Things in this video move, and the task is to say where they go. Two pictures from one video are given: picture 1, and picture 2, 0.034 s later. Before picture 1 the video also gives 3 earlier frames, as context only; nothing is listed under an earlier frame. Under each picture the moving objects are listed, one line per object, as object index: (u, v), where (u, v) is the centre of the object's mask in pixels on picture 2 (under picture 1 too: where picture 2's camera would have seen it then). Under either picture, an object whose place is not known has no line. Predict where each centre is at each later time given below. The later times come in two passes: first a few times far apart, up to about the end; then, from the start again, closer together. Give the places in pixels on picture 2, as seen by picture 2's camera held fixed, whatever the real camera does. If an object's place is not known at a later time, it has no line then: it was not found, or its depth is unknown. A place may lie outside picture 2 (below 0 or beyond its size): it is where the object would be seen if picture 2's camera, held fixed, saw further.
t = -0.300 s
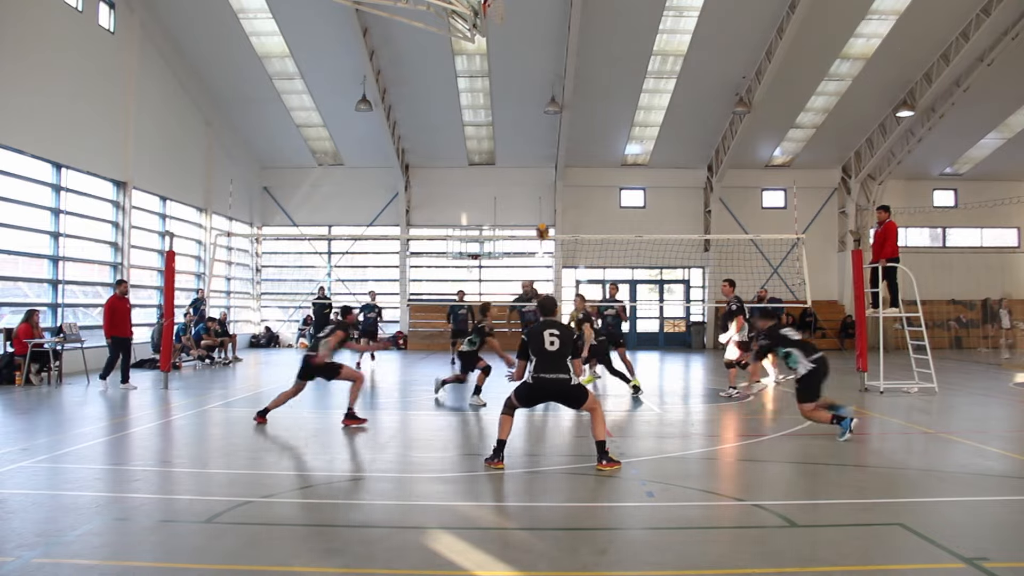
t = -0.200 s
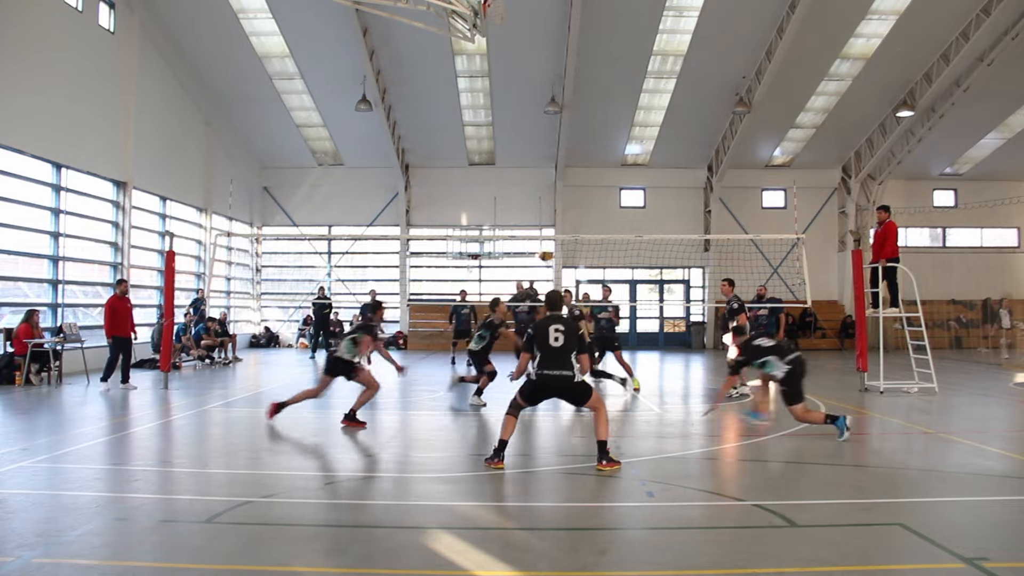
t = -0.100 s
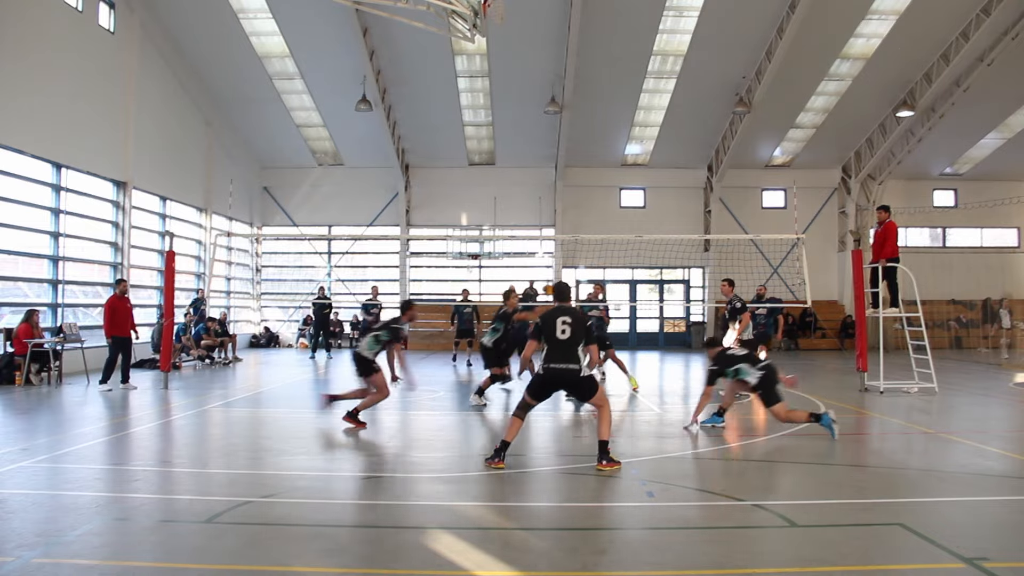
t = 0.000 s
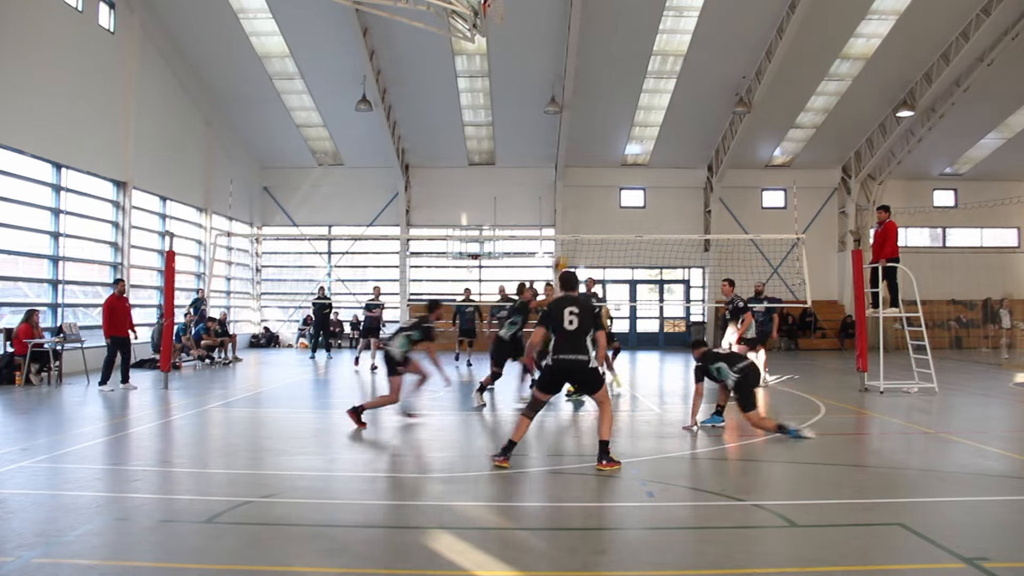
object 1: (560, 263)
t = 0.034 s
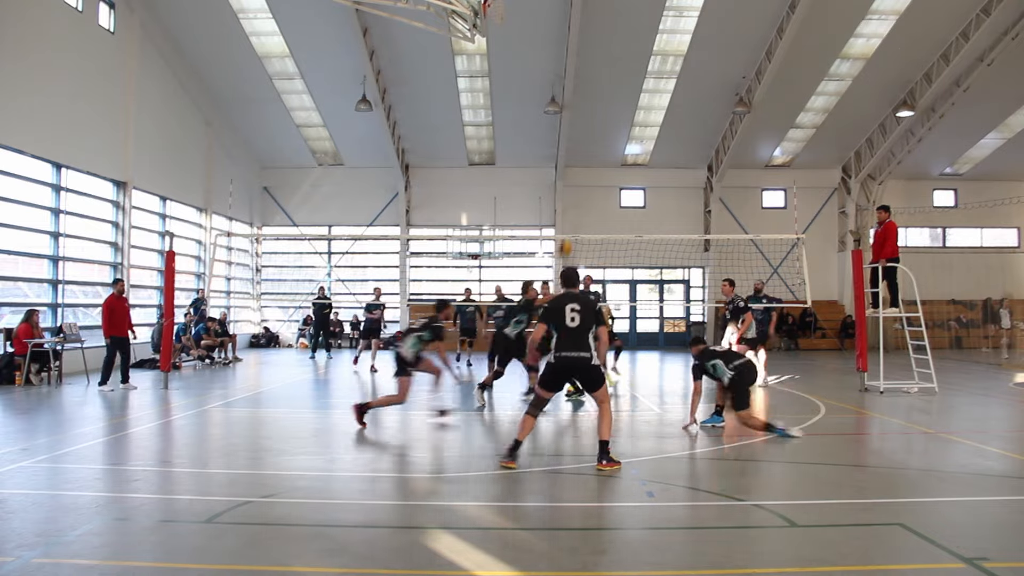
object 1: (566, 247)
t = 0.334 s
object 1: (606, 133)
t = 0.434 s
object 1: (620, 110)
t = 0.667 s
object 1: (650, 85)
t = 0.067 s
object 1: (570, 231)
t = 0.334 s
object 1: (606, 133)
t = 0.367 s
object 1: (611, 125)
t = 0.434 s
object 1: (620, 110)
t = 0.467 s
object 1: (624, 104)
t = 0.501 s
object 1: (628, 99)
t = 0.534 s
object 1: (632, 95)
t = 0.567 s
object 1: (637, 92)
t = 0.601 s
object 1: (641, 89)
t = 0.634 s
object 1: (645, 87)
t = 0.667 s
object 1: (650, 85)
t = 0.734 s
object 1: (658, 85)
